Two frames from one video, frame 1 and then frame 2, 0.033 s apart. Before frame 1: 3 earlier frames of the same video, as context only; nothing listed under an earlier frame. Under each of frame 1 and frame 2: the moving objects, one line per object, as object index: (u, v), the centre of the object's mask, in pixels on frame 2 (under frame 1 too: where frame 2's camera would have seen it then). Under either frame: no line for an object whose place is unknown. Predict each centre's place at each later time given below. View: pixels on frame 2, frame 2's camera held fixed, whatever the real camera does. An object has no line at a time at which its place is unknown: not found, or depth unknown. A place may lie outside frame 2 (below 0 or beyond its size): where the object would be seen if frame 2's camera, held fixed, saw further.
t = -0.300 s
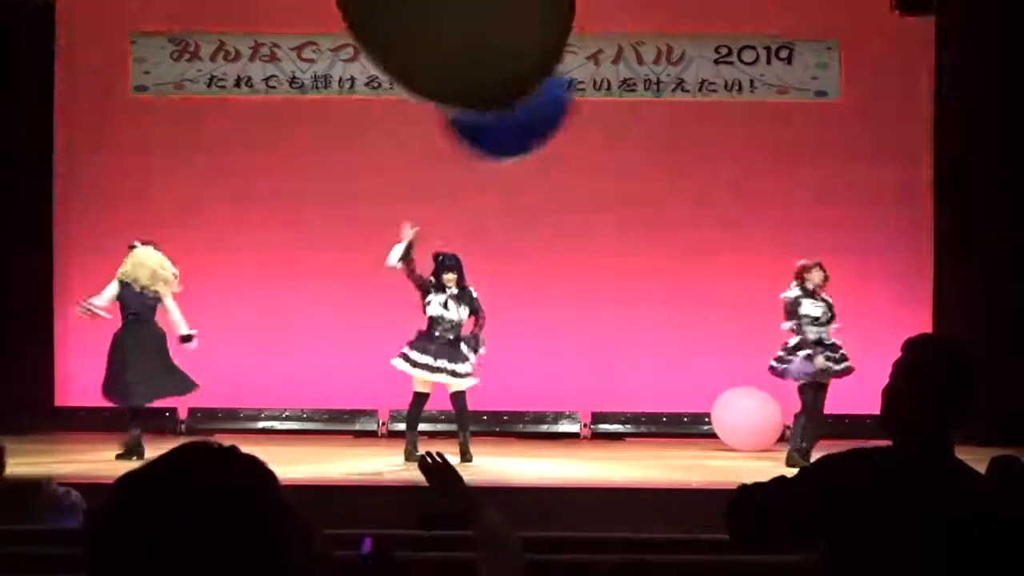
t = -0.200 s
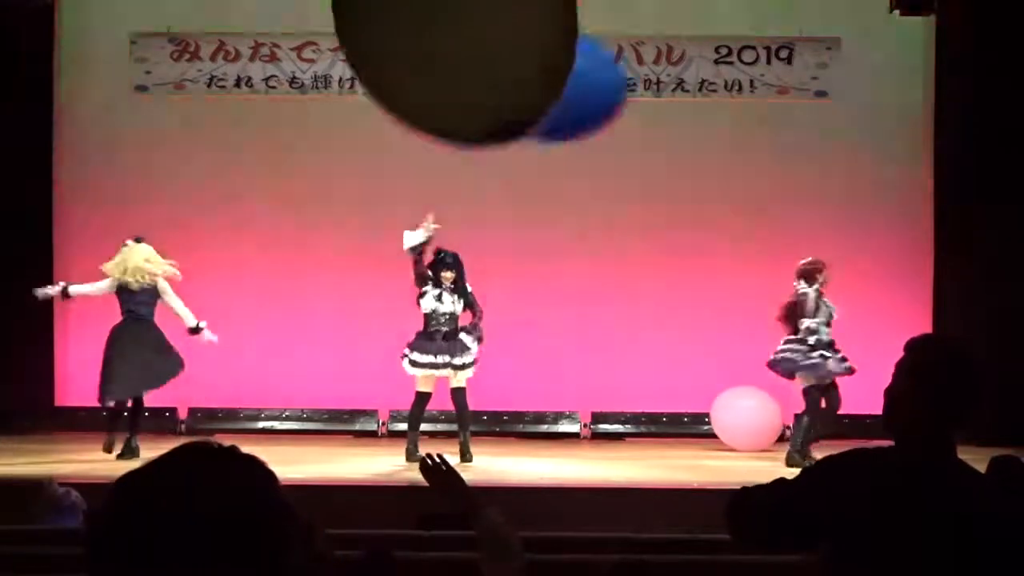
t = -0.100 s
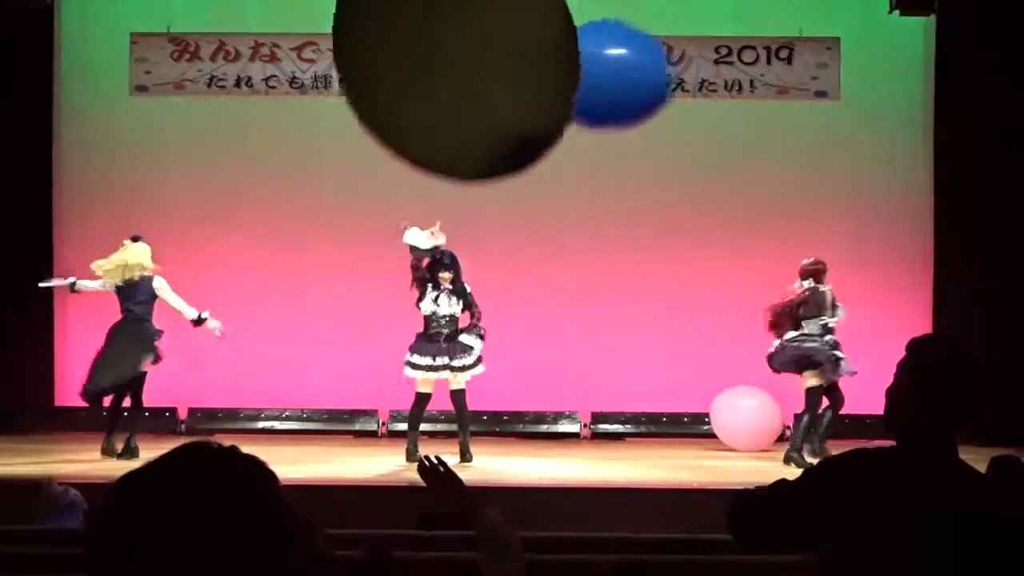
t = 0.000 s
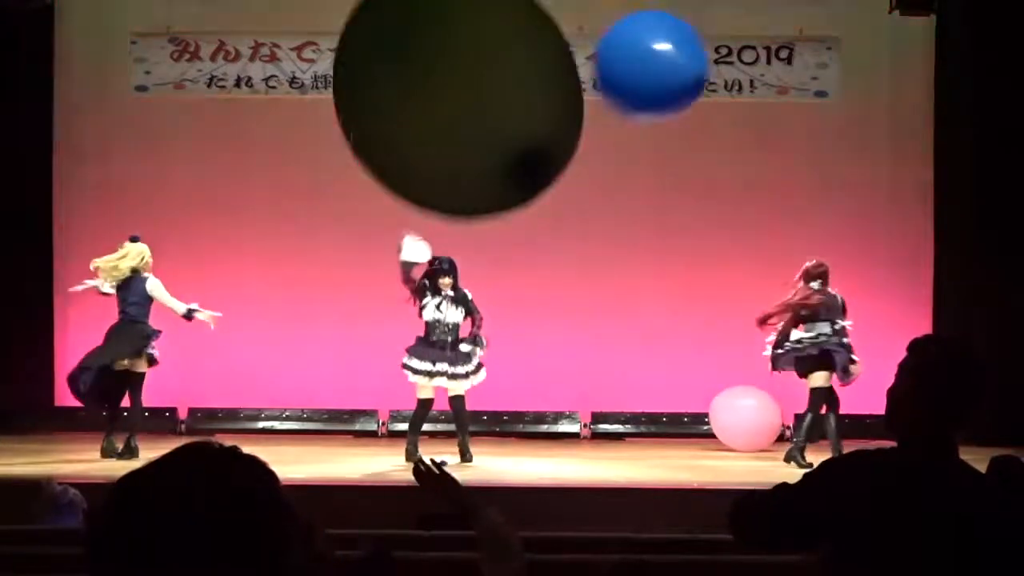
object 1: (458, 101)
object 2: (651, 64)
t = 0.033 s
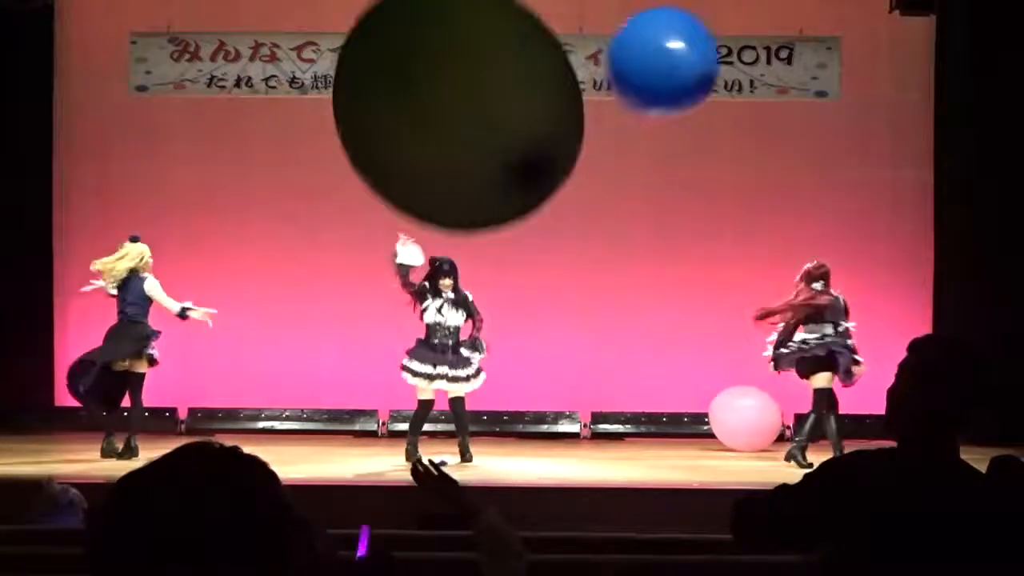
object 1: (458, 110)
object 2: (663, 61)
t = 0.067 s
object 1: (457, 122)
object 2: (674, 57)
